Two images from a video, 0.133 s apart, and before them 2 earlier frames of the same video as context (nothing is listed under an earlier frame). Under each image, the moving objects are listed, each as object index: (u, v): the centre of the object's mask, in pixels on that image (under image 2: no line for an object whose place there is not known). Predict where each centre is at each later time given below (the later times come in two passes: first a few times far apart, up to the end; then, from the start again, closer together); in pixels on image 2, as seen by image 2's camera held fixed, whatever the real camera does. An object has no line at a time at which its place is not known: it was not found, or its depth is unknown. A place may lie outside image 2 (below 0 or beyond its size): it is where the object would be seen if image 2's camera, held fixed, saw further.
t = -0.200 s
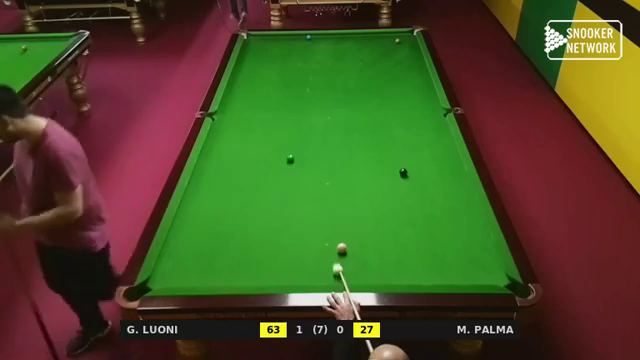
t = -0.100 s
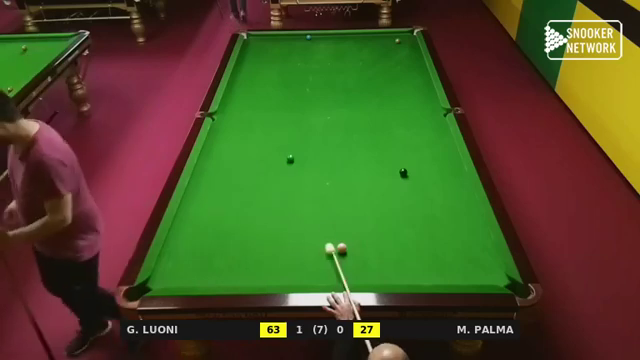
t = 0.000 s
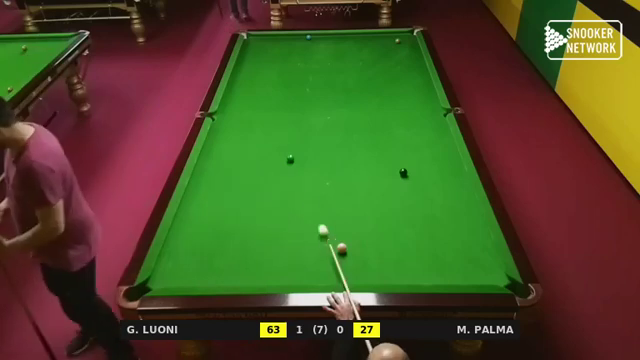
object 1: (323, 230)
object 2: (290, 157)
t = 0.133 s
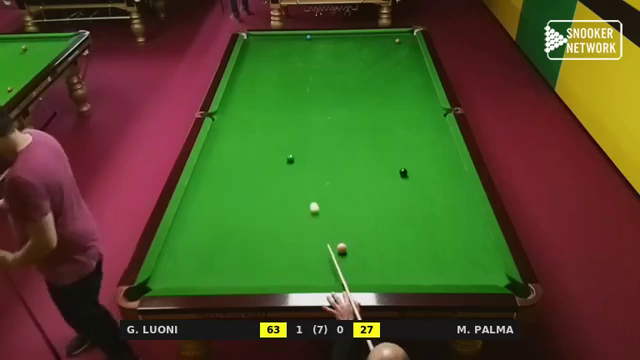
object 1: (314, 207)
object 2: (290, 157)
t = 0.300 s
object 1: (305, 183)
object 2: (290, 157)
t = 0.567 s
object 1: (302, 155)
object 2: (281, 153)
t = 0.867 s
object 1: (317, 135)
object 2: (258, 143)
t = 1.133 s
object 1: (328, 120)
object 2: (240, 135)
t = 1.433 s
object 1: (339, 105)
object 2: (221, 126)
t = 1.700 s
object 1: (348, 93)
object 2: (222, 121)
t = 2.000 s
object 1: (356, 81)
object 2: (237, 116)
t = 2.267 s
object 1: (363, 72)
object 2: (248, 112)
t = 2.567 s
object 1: (369, 63)
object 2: (260, 108)
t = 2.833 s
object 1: (374, 55)
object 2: (269, 104)
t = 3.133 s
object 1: (380, 47)
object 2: (279, 101)
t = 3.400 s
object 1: (384, 41)
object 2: (286, 98)
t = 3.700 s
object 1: (388, 35)
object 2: (293, 96)
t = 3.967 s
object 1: (392, 33)
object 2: (299, 94)
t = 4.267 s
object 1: (396, 37)
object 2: (304, 92)
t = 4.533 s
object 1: (400, 38)
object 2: (308, 90)
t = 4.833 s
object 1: (404, 40)
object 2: (312, 90)
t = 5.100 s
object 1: (407, 41)
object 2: (315, 89)
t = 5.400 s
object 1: (410, 41)
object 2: (317, 88)
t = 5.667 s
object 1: (412, 41)
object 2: (318, 88)
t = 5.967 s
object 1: (413, 42)
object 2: (319, 88)
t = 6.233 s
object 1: (413, 42)
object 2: (319, 88)
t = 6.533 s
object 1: (414, 42)
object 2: (319, 88)
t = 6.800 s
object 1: (414, 42)
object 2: (319, 88)
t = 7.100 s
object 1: (414, 42)
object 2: (319, 88)
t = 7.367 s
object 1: (414, 42)
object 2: (319, 88)
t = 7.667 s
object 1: (414, 42)
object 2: (319, 88)
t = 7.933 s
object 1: (414, 42)
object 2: (319, 88)
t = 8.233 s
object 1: (414, 42)
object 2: (319, 88)
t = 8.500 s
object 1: (414, 42)
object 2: (318, 88)
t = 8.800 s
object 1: (414, 42)
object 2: (319, 88)
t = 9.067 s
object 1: (414, 42)
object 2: (319, 88)
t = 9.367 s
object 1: (414, 42)
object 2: (318, 88)
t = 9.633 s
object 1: (414, 42)
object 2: (318, 88)
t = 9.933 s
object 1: (414, 42)
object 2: (319, 88)
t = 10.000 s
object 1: (414, 42)
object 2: (319, 88)
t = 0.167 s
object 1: (312, 202)
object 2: (290, 157)
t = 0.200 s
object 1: (310, 197)
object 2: (290, 157)
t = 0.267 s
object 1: (307, 188)
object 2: (290, 157)
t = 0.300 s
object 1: (305, 183)
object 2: (290, 157)
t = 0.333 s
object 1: (303, 179)
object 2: (290, 157)
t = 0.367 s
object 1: (301, 174)
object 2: (290, 157)
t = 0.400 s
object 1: (300, 170)
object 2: (290, 157)
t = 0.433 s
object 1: (298, 166)
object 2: (290, 157)
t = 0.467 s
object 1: (297, 162)
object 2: (290, 157)
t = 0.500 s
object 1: (297, 159)
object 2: (288, 157)
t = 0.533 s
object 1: (300, 157)
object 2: (284, 155)
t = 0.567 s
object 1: (302, 155)
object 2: (281, 153)
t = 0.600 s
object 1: (304, 153)
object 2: (278, 152)
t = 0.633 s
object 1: (306, 150)
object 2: (275, 151)
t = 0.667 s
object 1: (307, 148)
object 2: (272, 149)
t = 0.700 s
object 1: (309, 146)
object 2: (270, 148)
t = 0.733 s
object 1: (311, 144)
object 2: (268, 147)
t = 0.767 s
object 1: (312, 141)
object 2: (265, 146)
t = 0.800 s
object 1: (314, 140)
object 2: (263, 145)
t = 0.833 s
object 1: (315, 137)
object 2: (260, 144)
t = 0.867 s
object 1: (317, 135)
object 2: (258, 143)
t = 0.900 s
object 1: (318, 133)
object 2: (255, 142)
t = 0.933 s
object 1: (320, 131)
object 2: (253, 141)
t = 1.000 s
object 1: (323, 128)
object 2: (249, 139)
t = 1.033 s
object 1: (324, 126)
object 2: (246, 137)
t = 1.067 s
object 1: (324, 126)
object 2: (246, 138)
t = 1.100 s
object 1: (327, 122)
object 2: (242, 136)
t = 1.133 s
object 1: (328, 120)
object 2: (240, 135)
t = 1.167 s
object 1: (329, 119)
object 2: (237, 134)
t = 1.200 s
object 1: (331, 117)
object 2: (235, 133)
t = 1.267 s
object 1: (333, 113)
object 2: (231, 131)
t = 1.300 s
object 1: (334, 112)
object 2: (229, 130)
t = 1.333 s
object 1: (335, 110)
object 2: (227, 129)
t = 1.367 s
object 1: (337, 108)
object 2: (225, 128)
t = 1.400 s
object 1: (338, 107)
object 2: (223, 127)
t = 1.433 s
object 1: (339, 105)
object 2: (221, 126)
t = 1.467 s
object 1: (340, 104)
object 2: (219, 126)
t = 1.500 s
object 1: (341, 102)
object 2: (217, 125)
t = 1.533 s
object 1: (342, 100)
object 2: (215, 124)
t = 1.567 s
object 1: (343, 99)
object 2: (215, 123)
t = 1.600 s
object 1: (344, 98)
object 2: (217, 123)
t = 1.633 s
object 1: (346, 96)
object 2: (218, 122)
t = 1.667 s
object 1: (346, 95)
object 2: (220, 121)
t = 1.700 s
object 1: (348, 93)
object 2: (222, 121)
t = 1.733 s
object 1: (348, 92)
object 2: (224, 120)
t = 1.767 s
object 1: (350, 91)
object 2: (226, 120)
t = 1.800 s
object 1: (351, 89)
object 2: (227, 119)
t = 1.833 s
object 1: (351, 88)
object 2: (229, 119)
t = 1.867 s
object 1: (352, 87)
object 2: (230, 118)
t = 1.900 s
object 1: (353, 85)
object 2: (232, 117)
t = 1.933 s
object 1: (354, 84)
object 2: (234, 117)
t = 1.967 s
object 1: (355, 83)
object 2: (235, 116)
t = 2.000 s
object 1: (356, 81)
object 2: (237, 116)
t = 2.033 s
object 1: (357, 80)
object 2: (238, 116)
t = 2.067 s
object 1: (358, 79)
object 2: (240, 115)
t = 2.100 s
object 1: (358, 78)
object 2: (241, 115)
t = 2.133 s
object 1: (359, 76)
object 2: (243, 114)
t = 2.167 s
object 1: (360, 75)
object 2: (244, 113)
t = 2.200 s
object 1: (361, 74)
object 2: (246, 113)
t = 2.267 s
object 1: (363, 72)
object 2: (248, 112)
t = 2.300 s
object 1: (363, 71)
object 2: (250, 111)
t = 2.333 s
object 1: (364, 70)
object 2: (251, 111)
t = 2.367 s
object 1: (365, 69)
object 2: (252, 110)
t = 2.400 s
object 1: (365, 68)
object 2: (254, 110)
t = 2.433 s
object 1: (366, 67)
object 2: (255, 109)
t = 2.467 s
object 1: (367, 65)
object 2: (256, 109)
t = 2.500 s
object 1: (368, 64)
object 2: (258, 108)
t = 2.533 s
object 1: (368, 64)
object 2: (259, 108)
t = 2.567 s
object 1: (369, 63)
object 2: (260, 108)
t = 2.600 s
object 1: (370, 62)
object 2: (261, 107)
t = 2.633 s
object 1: (371, 61)
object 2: (262, 106)
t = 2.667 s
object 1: (371, 60)
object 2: (264, 106)
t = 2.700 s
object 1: (372, 59)
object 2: (265, 106)
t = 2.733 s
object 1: (372, 58)
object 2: (266, 105)
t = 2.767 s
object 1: (373, 57)
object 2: (267, 105)
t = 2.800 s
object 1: (374, 56)
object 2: (268, 105)
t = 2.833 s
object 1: (374, 55)
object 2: (269, 104)
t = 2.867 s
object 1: (375, 54)
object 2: (270, 104)
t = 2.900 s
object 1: (376, 53)
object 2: (272, 103)
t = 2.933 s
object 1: (376, 52)
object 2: (273, 103)
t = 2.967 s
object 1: (377, 52)
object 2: (274, 103)
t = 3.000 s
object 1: (377, 51)
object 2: (275, 102)
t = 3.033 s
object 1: (378, 50)
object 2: (276, 102)
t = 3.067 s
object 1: (378, 49)
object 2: (277, 102)
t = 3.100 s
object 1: (379, 48)
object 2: (278, 101)
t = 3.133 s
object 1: (380, 47)
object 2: (279, 101)
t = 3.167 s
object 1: (380, 47)
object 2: (280, 101)
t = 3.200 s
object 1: (381, 46)
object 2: (281, 100)
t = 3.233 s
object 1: (381, 45)
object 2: (281, 100)
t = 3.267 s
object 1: (382, 44)
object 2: (283, 100)
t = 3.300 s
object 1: (382, 44)
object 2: (283, 99)
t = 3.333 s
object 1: (383, 43)
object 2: (284, 99)
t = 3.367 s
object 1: (383, 42)
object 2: (285, 99)
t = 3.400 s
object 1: (384, 41)
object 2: (286, 98)
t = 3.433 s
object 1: (384, 41)
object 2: (287, 98)
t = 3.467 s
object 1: (385, 40)
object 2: (287, 98)
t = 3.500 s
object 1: (385, 39)
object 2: (288, 98)
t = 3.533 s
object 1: (386, 39)
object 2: (289, 97)
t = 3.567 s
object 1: (386, 38)
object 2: (290, 97)
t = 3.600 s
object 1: (387, 37)
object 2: (291, 97)
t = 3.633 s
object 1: (387, 37)
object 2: (291, 96)
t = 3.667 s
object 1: (388, 36)
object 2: (293, 96)
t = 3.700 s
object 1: (388, 35)
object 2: (293, 96)
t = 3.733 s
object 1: (389, 35)
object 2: (294, 95)
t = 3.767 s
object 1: (389, 34)
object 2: (294, 95)
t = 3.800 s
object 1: (390, 34)
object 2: (295, 95)
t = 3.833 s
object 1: (390, 33)
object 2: (296, 95)
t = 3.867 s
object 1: (391, 33)
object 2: (297, 94)
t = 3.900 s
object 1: (391, 33)
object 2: (298, 94)
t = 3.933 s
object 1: (391, 33)
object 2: (298, 94)
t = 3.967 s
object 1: (392, 33)
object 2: (299, 94)
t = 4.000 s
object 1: (392, 34)
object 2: (299, 93)
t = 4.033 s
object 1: (393, 34)
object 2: (300, 93)
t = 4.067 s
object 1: (393, 35)
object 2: (300, 93)
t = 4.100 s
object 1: (394, 35)
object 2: (301, 93)
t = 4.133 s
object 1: (395, 35)
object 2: (302, 93)
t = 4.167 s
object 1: (395, 36)
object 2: (303, 92)
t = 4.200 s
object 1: (395, 36)
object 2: (303, 92)
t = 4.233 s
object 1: (396, 36)
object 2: (304, 92)
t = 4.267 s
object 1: (396, 37)
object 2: (304, 92)
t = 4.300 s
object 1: (397, 37)
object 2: (305, 92)
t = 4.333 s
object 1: (397, 37)
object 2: (305, 91)
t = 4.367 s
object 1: (398, 38)
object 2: (306, 91)
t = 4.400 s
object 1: (399, 38)
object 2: (306, 91)
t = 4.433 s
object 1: (399, 38)
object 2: (307, 91)
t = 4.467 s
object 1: (399, 38)
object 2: (307, 91)
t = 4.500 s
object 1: (400, 38)
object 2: (308, 90)
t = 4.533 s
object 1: (400, 38)
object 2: (308, 90)
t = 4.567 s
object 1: (401, 39)
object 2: (308, 90)
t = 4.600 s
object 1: (401, 39)
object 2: (309, 90)
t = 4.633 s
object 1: (402, 39)
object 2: (309, 90)
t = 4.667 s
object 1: (402, 39)
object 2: (310, 90)
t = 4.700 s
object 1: (403, 39)
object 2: (311, 90)
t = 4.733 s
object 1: (403, 39)
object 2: (311, 90)
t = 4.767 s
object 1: (403, 40)
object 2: (311, 90)
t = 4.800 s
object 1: (404, 40)
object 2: (312, 90)
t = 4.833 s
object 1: (404, 40)
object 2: (312, 90)
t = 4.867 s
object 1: (405, 40)
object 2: (313, 89)
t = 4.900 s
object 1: (405, 40)
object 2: (313, 89)
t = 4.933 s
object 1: (406, 40)
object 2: (313, 89)
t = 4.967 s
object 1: (406, 41)
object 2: (314, 89)
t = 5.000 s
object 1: (406, 41)
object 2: (314, 89)
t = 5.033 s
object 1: (406, 41)
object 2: (314, 89)
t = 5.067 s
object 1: (407, 40)
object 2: (314, 89)
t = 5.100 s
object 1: (407, 41)
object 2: (315, 89)
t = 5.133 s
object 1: (408, 41)
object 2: (315, 89)
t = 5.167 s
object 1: (408, 41)
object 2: (315, 89)
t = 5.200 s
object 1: (409, 41)
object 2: (316, 89)
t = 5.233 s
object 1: (409, 41)
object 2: (316, 89)
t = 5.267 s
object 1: (409, 41)
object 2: (316, 89)
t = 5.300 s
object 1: (409, 41)
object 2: (316, 89)
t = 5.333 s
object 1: (410, 41)
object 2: (317, 88)
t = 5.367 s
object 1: (410, 41)
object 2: (317, 88)
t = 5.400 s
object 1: (410, 41)
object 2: (317, 88)
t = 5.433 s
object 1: (410, 41)
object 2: (317, 88)
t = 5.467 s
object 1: (411, 41)
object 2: (317, 88)
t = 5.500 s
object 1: (411, 41)
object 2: (317, 88)
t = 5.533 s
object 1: (411, 42)
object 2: (318, 88)
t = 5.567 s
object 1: (411, 41)
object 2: (318, 88)
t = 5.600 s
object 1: (411, 42)
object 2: (318, 88)
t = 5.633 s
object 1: (411, 42)
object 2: (318, 88)
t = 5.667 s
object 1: (412, 41)
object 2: (318, 88)
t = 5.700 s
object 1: (412, 42)
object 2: (318, 88)
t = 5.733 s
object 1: (412, 42)
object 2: (318, 88)
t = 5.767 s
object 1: (412, 42)
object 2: (318, 88)
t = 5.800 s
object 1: (413, 42)
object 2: (318, 88)
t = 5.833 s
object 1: (413, 42)
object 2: (319, 88)
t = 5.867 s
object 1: (413, 42)
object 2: (319, 88)
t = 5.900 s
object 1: (413, 42)
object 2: (319, 88)
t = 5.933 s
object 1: (413, 42)
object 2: (319, 88)
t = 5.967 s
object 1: (413, 42)
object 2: (319, 88)
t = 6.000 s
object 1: (413, 42)
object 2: (319, 88)
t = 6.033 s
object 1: (413, 42)
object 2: (319, 88)
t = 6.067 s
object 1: (414, 42)
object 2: (319, 88)
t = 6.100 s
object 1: (413, 42)
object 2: (319, 88)
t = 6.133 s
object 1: (413, 42)
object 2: (319, 88)
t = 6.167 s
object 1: (413, 42)
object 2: (319, 88)
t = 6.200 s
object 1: (413, 42)
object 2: (319, 88)
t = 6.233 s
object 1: (413, 42)
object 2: (319, 88)
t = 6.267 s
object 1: (413, 42)
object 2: (319, 88)
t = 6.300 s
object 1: (413, 42)
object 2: (319, 88)
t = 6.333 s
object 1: (413, 42)
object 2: (319, 88)
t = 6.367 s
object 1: (413, 42)
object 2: (319, 88)
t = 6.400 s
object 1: (413, 42)
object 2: (319, 88)
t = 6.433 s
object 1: (413, 42)
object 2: (319, 88)
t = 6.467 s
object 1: (414, 42)
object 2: (319, 88)
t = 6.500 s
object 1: (414, 42)
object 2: (319, 88)
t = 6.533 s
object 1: (414, 42)
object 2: (319, 88)
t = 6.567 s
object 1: (414, 42)
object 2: (319, 88)
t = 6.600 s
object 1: (414, 42)
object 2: (319, 88)
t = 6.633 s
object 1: (413, 42)
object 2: (319, 88)
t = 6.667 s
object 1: (414, 42)
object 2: (319, 88)
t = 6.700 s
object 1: (413, 42)
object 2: (319, 88)
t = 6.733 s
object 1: (414, 42)
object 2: (319, 88)
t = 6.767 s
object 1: (414, 42)
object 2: (319, 88)
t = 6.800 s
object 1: (414, 42)
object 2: (319, 88)
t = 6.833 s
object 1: (413, 42)
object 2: (319, 88)
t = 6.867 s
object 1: (414, 42)
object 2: (319, 88)
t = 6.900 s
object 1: (414, 42)
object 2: (319, 88)
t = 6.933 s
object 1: (413, 42)
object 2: (319, 88)
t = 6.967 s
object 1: (414, 42)
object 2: (319, 88)
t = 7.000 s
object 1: (414, 42)
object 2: (319, 88)
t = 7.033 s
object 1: (414, 42)
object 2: (319, 88)
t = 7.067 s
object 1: (414, 42)
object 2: (319, 88)
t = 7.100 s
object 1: (414, 42)
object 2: (319, 88)
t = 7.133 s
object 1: (414, 42)
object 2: (319, 88)
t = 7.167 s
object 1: (414, 42)
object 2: (319, 88)
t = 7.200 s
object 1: (414, 42)
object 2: (319, 88)
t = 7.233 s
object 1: (414, 42)
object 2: (319, 88)
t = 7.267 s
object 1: (414, 42)
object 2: (319, 88)
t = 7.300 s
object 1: (414, 42)
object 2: (319, 88)
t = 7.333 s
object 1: (414, 42)
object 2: (319, 88)
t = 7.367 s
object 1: (414, 42)
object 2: (319, 88)
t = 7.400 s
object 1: (414, 42)
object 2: (319, 88)
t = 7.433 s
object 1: (414, 42)
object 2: (319, 88)
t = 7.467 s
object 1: (414, 42)
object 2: (319, 88)
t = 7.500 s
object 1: (414, 42)
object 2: (319, 88)
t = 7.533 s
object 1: (414, 42)
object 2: (319, 88)
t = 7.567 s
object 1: (414, 42)
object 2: (319, 88)
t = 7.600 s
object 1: (414, 42)
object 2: (318, 88)
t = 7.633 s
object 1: (414, 42)
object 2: (318, 88)
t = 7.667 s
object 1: (414, 42)
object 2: (319, 88)
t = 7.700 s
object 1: (414, 42)
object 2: (318, 88)
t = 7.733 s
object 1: (414, 42)
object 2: (319, 88)
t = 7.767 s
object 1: (414, 42)
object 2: (318, 88)
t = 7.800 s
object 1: (414, 42)
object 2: (319, 88)
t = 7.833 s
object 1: (414, 42)
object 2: (319, 88)
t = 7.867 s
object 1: (414, 42)
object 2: (319, 88)
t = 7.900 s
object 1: (414, 42)
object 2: (319, 88)
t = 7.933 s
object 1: (414, 42)
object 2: (319, 88)
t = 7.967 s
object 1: (414, 42)
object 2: (319, 88)
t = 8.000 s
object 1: (414, 42)
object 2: (319, 88)
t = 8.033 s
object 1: (414, 42)
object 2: (319, 88)
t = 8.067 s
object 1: (414, 42)
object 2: (319, 88)
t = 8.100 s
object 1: (414, 42)
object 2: (319, 88)
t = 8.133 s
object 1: (414, 42)
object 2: (319, 88)
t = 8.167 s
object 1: (414, 42)
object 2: (319, 88)
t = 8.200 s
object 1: (414, 42)
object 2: (319, 88)
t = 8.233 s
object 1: (414, 42)
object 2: (319, 88)
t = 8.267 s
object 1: (414, 42)
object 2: (319, 88)
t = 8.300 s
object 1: (414, 42)
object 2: (319, 88)
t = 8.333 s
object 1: (414, 42)
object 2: (319, 88)
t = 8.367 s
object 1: (414, 42)
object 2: (319, 88)
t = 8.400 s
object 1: (414, 42)
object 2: (319, 88)
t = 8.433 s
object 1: (414, 42)
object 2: (319, 88)
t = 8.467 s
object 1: (414, 42)
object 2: (319, 88)
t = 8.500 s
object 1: (414, 42)
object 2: (318, 88)
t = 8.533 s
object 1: (414, 42)
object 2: (319, 88)
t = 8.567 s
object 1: (414, 42)
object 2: (319, 88)
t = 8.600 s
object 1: (414, 42)
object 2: (319, 88)
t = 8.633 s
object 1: (414, 42)
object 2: (319, 88)
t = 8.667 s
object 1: (414, 42)
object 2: (319, 88)
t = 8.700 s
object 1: (414, 42)
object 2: (319, 88)
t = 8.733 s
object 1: (414, 42)
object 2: (319, 88)
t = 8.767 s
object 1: (414, 42)
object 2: (319, 88)
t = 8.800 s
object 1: (414, 42)
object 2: (319, 88)
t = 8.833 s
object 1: (414, 42)
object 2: (319, 88)
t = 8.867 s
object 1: (414, 42)
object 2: (318, 88)
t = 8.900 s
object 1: (414, 42)
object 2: (318, 88)
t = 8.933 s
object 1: (414, 42)
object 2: (318, 88)
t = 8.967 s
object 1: (414, 42)
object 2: (319, 88)
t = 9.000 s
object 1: (414, 42)
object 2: (318, 88)
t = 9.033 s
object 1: (414, 42)
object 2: (319, 88)
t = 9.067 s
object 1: (414, 42)
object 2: (319, 88)
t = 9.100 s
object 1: (414, 42)
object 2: (318, 88)
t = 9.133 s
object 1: (414, 42)
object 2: (319, 88)
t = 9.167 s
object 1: (414, 42)
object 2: (319, 88)
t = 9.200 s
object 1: (414, 42)
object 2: (318, 88)
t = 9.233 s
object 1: (414, 42)
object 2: (318, 88)
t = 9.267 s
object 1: (414, 42)
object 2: (318, 88)
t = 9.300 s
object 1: (414, 42)
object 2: (318, 88)
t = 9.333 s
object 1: (414, 42)
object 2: (318, 88)
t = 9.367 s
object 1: (414, 42)
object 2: (318, 88)
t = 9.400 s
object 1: (414, 42)
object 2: (318, 88)
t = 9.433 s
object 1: (414, 42)
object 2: (318, 88)
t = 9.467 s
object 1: (414, 42)
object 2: (319, 88)
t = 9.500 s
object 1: (414, 42)
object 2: (318, 88)
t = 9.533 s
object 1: (414, 42)
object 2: (318, 88)
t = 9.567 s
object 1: (414, 42)
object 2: (318, 88)
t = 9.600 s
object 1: (414, 42)
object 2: (319, 88)
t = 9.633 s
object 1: (414, 42)
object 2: (318, 88)
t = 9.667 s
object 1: (414, 42)
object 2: (318, 88)
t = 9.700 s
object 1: (414, 42)
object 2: (319, 88)
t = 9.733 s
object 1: (414, 42)
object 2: (318, 88)
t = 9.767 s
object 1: (414, 42)
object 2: (319, 88)
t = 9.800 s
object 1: (414, 42)
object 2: (319, 88)
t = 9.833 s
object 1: (414, 42)
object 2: (319, 88)
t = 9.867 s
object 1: (414, 42)
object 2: (319, 88)
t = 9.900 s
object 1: (414, 42)
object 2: (319, 88)
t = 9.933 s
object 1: (414, 42)
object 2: (319, 88)
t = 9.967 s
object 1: (414, 42)
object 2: (319, 88)
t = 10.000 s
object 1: (414, 42)
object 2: (319, 88)
